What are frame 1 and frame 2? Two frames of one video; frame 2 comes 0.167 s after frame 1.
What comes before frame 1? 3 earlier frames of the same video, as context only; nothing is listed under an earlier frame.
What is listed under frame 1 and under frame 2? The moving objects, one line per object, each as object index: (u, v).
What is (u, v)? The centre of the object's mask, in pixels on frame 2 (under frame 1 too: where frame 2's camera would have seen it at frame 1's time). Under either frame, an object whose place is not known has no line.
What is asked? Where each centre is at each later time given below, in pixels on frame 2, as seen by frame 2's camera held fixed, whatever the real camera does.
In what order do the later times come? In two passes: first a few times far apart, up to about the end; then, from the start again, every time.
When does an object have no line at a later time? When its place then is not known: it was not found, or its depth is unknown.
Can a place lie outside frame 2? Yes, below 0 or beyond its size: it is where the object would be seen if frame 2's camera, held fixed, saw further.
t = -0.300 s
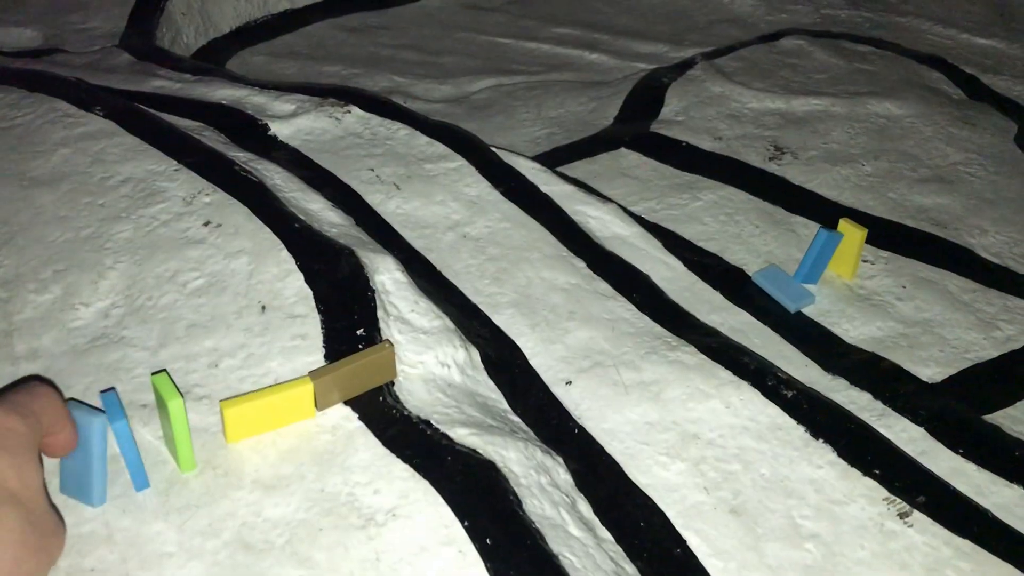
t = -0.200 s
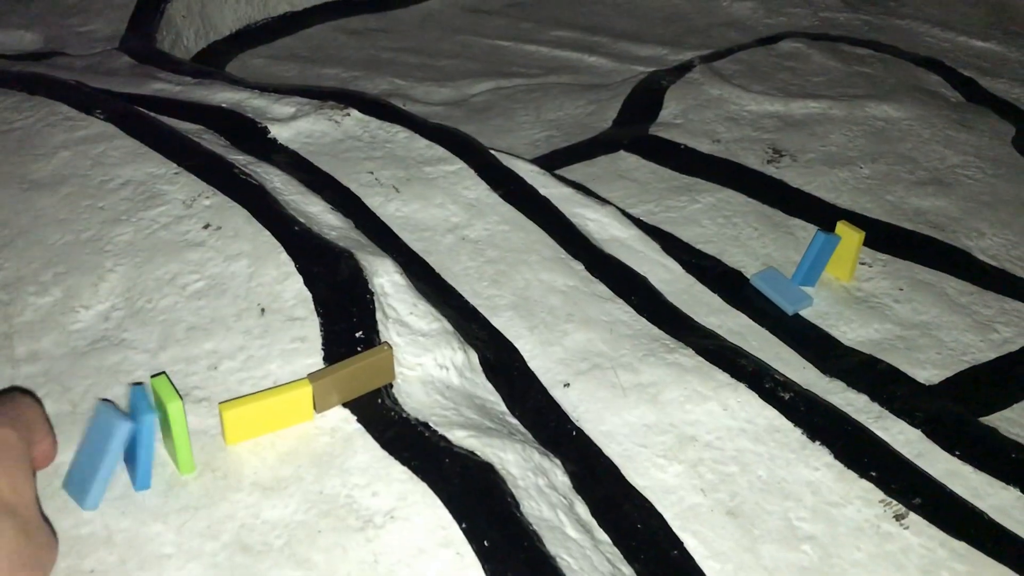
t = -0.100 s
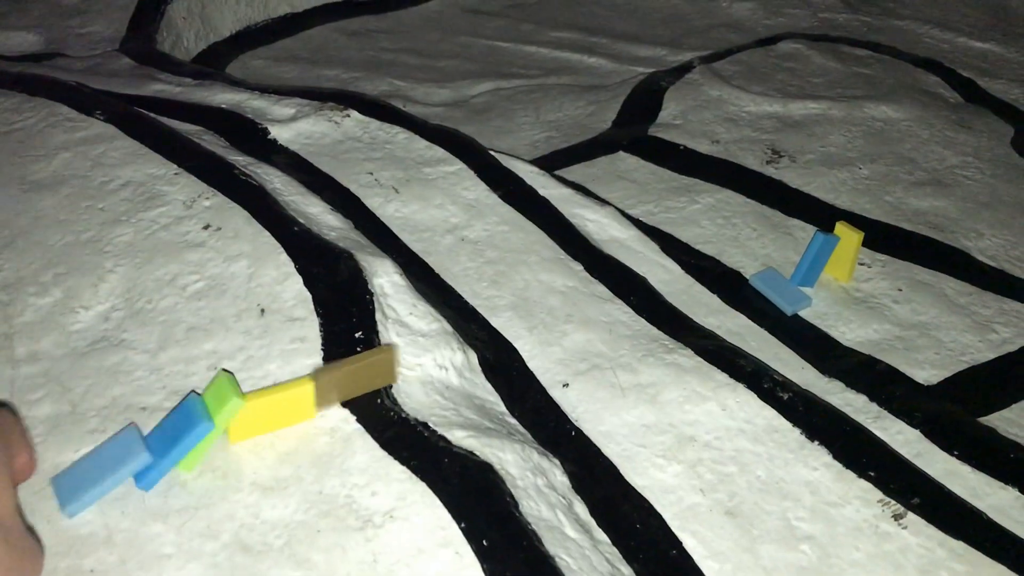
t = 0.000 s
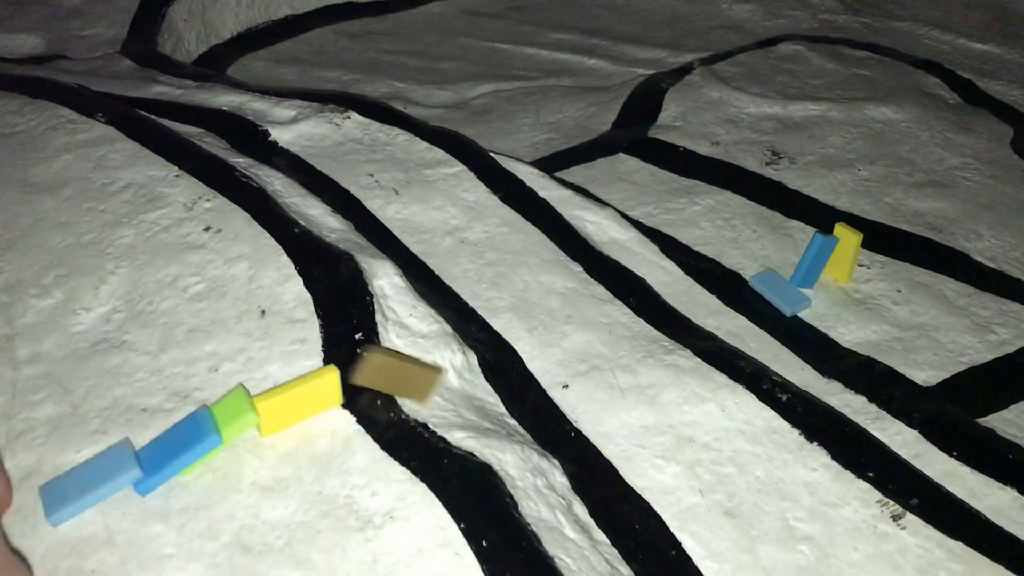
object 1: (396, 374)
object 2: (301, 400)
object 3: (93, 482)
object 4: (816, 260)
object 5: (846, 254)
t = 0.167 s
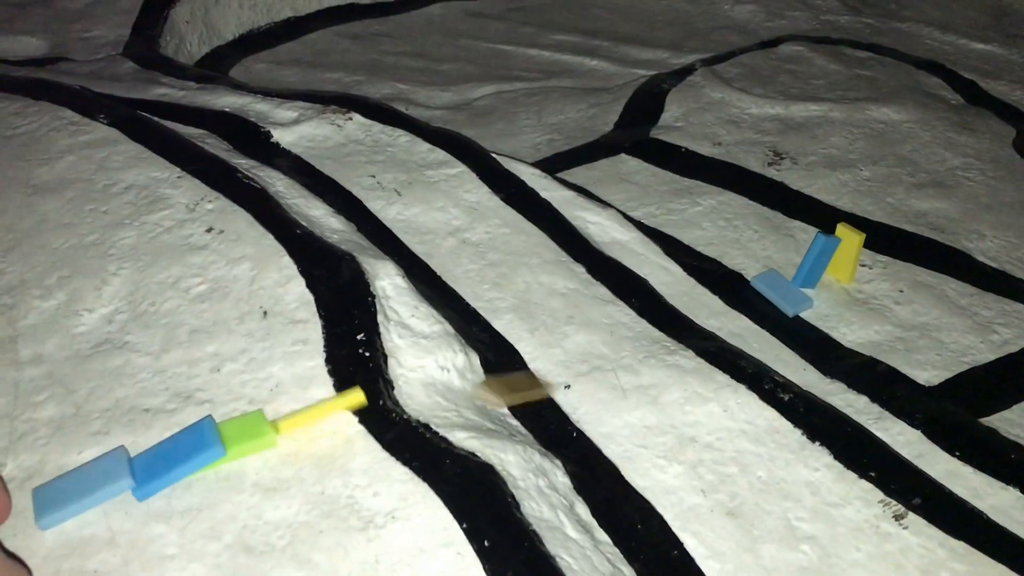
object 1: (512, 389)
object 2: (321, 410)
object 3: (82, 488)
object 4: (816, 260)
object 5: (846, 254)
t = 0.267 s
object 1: (595, 365)
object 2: (329, 426)
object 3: (76, 493)
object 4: (816, 260)
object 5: (846, 254)
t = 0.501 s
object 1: (681, 319)
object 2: (329, 428)
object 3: (76, 493)
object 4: (816, 260)
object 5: (846, 254)
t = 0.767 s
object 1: (754, 296)
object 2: (330, 430)
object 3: (75, 494)
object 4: (821, 259)
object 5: (847, 254)
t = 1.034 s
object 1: (753, 297)
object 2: (330, 430)
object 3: (75, 494)
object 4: (827, 272)
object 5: (873, 256)
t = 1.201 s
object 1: (751, 297)
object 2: (330, 430)
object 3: (75, 494)
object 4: (834, 276)
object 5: (866, 254)
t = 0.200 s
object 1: (539, 379)
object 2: (322, 425)
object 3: (80, 490)
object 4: (816, 260)
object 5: (846, 254)
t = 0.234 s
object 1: (568, 374)
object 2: (325, 422)
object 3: (77, 492)
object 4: (816, 261)
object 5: (846, 254)
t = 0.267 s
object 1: (595, 365)
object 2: (329, 426)
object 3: (76, 493)
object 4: (816, 260)
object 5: (846, 254)
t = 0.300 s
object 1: (615, 355)
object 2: (330, 426)
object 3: (76, 493)
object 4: (816, 260)
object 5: (846, 254)
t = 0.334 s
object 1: (632, 350)
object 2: (329, 426)
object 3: (76, 493)
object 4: (816, 260)
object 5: (846, 254)
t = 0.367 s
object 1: (648, 342)
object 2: (330, 426)
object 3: (76, 493)
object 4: (816, 260)
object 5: (846, 254)
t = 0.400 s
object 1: (660, 338)
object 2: (330, 428)
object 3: (76, 493)
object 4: (816, 260)
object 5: (846, 254)
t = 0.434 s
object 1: (667, 332)
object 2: (330, 427)
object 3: (75, 493)
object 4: (816, 260)
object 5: (846, 254)
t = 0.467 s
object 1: (675, 326)
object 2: (329, 428)
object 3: (76, 493)
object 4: (816, 260)
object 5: (846, 254)
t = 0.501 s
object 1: (681, 319)
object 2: (329, 428)
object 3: (76, 493)
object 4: (816, 260)
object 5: (846, 254)
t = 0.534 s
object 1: (687, 312)
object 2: (330, 429)
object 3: (76, 494)
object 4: (816, 260)
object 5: (846, 254)
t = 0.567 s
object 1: (693, 310)
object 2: (329, 429)
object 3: (76, 493)
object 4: (816, 260)
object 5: (846, 254)
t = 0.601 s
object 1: (700, 316)
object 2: (329, 429)
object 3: (76, 493)
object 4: (816, 261)
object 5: (846, 254)
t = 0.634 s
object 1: (716, 311)
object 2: (330, 429)
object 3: (75, 493)
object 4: (816, 261)
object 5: (846, 254)
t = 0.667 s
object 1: (732, 311)
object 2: (330, 430)
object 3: (75, 493)
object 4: (816, 261)
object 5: (846, 254)
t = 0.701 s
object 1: (744, 305)
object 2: (330, 430)
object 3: (75, 494)
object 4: (816, 260)
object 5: (846, 254)
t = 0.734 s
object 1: (754, 297)
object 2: (330, 430)
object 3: (75, 494)
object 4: (817, 260)
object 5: (846, 254)
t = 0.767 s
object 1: (754, 296)
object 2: (330, 430)
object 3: (75, 494)
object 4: (821, 259)
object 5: (847, 254)
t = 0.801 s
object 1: (753, 296)
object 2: (330, 430)
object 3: (75, 493)
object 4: (823, 259)
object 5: (850, 253)
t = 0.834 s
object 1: (752, 296)
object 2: (330, 430)
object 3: (75, 494)
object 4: (826, 259)
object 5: (854, 251)
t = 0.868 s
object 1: (753, 296)
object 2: (330, 430)
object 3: (75, 494)
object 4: (830, 262)
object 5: (859, 250)
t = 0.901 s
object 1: (753, 297)
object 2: (330, 430)
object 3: (75, 494)
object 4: (833, 266)
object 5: (868, 251)
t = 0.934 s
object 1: (753, 297)
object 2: (330, 430)
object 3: (75, 494)
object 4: (834, 263)
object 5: (872, 259)
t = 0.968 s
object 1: (753, 297)
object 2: (330, 430)
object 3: (75, 494)
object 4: (833, 260)
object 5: (873, 255)
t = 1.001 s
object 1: (752, 297)
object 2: (330, 430)
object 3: (75, 494)
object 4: (831, 263)
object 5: (876, 256)
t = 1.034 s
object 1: (753, 297)
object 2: (330, 430)
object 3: (75, 494)
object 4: (827, 272)
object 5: (873, 256)
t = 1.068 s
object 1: (751, 297)
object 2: (330, 430)
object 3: (75, 494)
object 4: (830, 269)
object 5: (873, 255)
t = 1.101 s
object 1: (751, 297)
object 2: (330, 430)
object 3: (75, 494)
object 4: (833, 272)
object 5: (870, 254)
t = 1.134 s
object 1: (752, 298)
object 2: (330, 430)
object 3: (75, 494)
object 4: (835, 272)
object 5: (871, 253)
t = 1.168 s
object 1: (752, 298)
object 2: (330, 430)
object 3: (75, 494)
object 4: (835, 274)
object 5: (868, 254)
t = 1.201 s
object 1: (751, 297)
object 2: (330, 430)
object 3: (75, 494)
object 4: (834, 276)
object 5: (866, 254)
